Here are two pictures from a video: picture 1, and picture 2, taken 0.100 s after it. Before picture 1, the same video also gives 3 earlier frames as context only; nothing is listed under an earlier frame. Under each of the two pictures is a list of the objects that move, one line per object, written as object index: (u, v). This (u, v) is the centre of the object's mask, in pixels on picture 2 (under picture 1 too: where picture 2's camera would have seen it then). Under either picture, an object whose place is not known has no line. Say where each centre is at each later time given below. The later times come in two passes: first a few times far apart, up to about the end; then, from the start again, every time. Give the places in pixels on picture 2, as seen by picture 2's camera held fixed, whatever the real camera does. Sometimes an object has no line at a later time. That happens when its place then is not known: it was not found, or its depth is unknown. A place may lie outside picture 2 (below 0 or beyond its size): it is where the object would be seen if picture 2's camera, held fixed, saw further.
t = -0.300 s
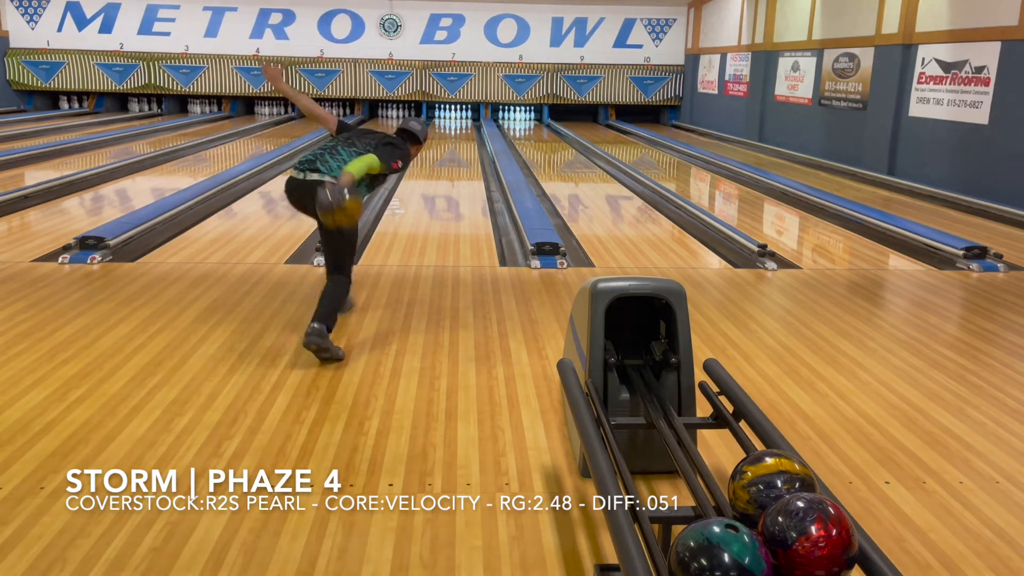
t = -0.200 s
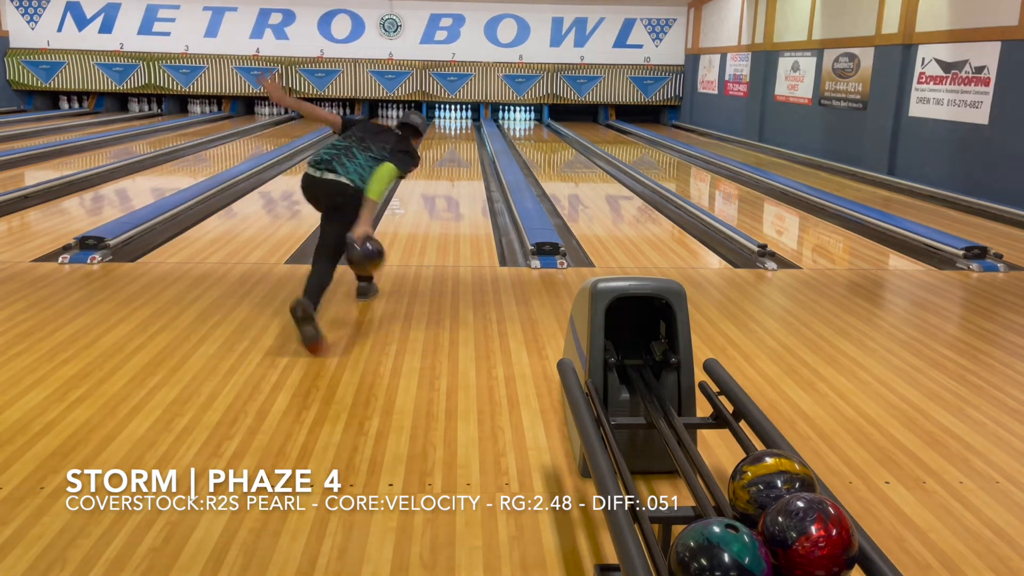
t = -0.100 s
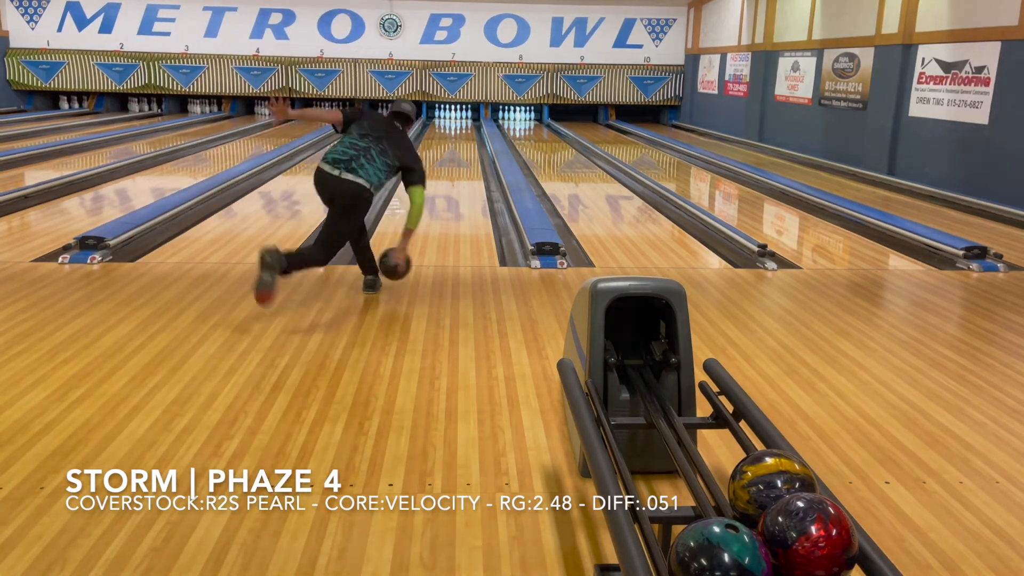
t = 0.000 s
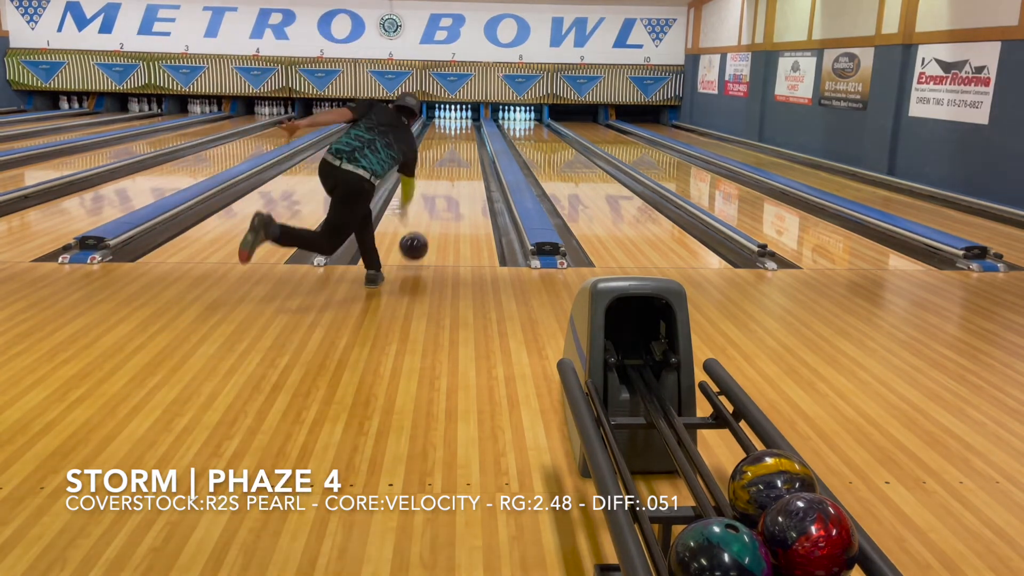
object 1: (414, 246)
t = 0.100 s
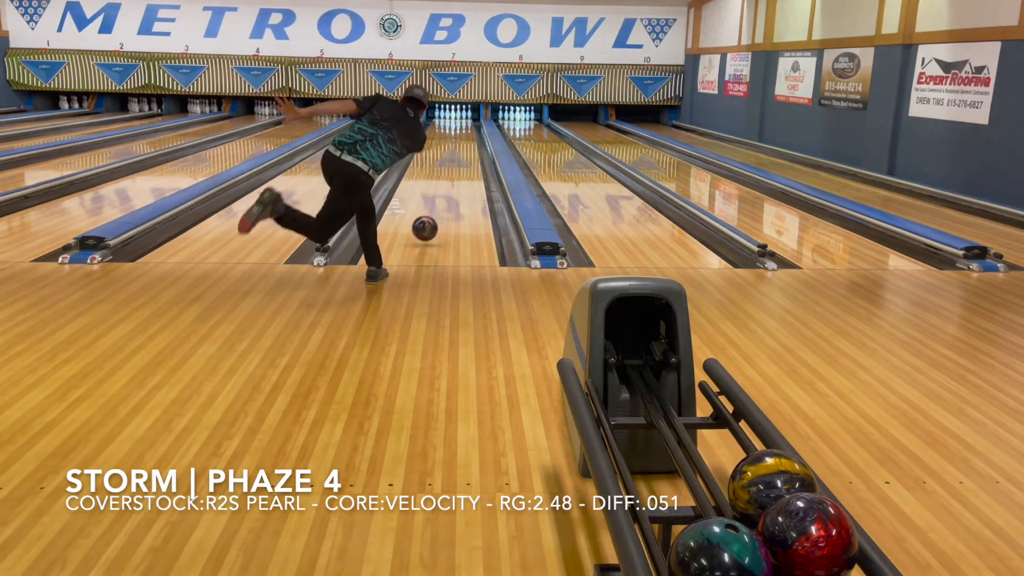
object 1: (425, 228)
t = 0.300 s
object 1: (441, 203)
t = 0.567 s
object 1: (454, 177)
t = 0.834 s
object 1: (463, 159)
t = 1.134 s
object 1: (469, 145)
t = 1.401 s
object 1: (471, 136)
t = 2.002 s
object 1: (466, 123)
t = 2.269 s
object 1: (459, 118)
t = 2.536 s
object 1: (457, 115)
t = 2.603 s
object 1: (457, 115)
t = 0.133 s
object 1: (428, 226)
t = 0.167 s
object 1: (431, 221)
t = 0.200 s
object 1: (434, 216)
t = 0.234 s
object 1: (436, 211)
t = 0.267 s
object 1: (438, 207)
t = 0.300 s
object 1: (441, 203)
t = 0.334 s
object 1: (443, 199)
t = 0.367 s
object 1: (445, 195)
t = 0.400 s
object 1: (447, 192)
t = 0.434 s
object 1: (448, 189)
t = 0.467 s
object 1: (450, 185)
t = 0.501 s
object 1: (452, 182)
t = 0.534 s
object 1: (453, 179)
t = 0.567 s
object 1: (454, 177)
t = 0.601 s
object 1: (455, 174)
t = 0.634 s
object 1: (457, 172)
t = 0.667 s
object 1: (458, 170)
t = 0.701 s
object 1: (459, 167)
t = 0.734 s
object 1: (460, 166)
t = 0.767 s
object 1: (461, 163)
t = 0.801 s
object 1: (462, 161)
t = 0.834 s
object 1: (463, 159)
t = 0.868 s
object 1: (464, 158)
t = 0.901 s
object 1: (464, 156)
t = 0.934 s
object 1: (465, 154)
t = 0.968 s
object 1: (466, 152)
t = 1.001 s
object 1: (467, 151)
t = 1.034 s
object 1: (467, 150)
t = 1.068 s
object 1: (468, 148)
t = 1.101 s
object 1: (469, 147)
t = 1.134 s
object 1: (469, 145)
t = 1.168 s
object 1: (469, 144)
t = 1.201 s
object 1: (470, 143)
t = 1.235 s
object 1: (470, 142)
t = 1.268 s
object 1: (470, 141)
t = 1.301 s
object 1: (470, 139)
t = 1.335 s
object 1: (471, 138)
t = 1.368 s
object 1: (471, 137)
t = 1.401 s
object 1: (471, 136)
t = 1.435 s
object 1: (471, 135)
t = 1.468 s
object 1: (471, 134)
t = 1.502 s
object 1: (470, 133)
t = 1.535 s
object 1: (471, 132)
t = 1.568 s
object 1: (470, 131)
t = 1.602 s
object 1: (470, 131)
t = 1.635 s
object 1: (470, 130)
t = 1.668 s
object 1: (470, 129)
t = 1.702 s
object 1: (470, 128)
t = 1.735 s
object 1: (470, 128)
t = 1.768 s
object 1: (470, 127)
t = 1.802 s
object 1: (469, 126)
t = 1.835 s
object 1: (469, 125)
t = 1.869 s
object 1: (468, 124)
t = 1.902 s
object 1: (467, 124)
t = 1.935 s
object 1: (467, 123)
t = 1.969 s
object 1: (466, 123)
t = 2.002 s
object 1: (466, 123)
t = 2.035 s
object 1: (465, 122)
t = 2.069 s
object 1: (464, 121)
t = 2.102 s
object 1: (464, 121)
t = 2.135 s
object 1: (462, 120)
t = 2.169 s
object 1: (462, 119)
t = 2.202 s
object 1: (461, 119)
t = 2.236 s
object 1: (460, 119)
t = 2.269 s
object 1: (459, 118)
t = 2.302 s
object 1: (458, 118)
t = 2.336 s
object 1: (457, 117)
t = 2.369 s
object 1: (457, 117)
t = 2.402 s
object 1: (458, 116)
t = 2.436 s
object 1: (457, 116)
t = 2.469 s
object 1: (457, 115)
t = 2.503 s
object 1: (456, 115)
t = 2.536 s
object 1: (457, 115)
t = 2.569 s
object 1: (457, 115)
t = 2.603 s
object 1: (457, 115)
